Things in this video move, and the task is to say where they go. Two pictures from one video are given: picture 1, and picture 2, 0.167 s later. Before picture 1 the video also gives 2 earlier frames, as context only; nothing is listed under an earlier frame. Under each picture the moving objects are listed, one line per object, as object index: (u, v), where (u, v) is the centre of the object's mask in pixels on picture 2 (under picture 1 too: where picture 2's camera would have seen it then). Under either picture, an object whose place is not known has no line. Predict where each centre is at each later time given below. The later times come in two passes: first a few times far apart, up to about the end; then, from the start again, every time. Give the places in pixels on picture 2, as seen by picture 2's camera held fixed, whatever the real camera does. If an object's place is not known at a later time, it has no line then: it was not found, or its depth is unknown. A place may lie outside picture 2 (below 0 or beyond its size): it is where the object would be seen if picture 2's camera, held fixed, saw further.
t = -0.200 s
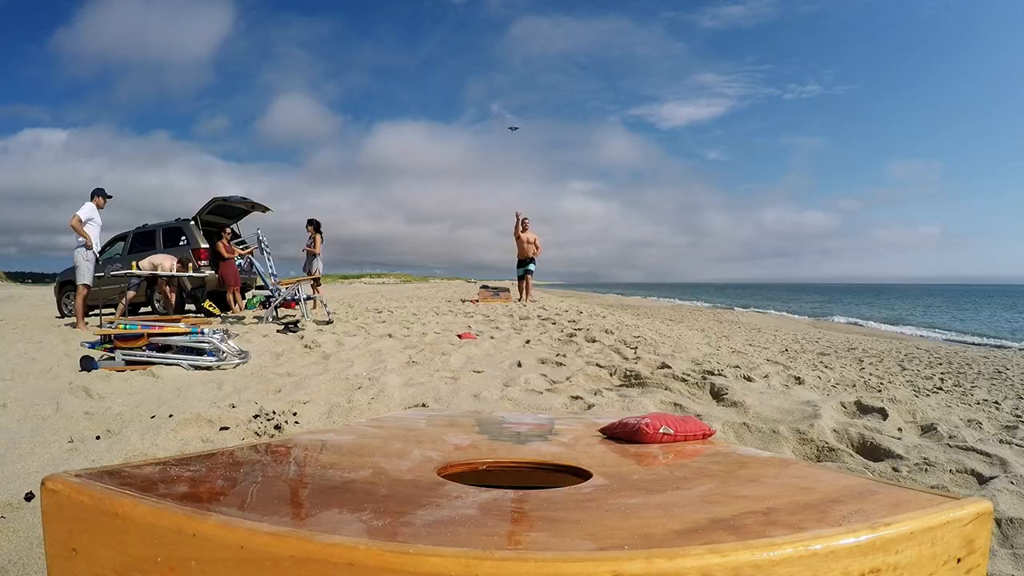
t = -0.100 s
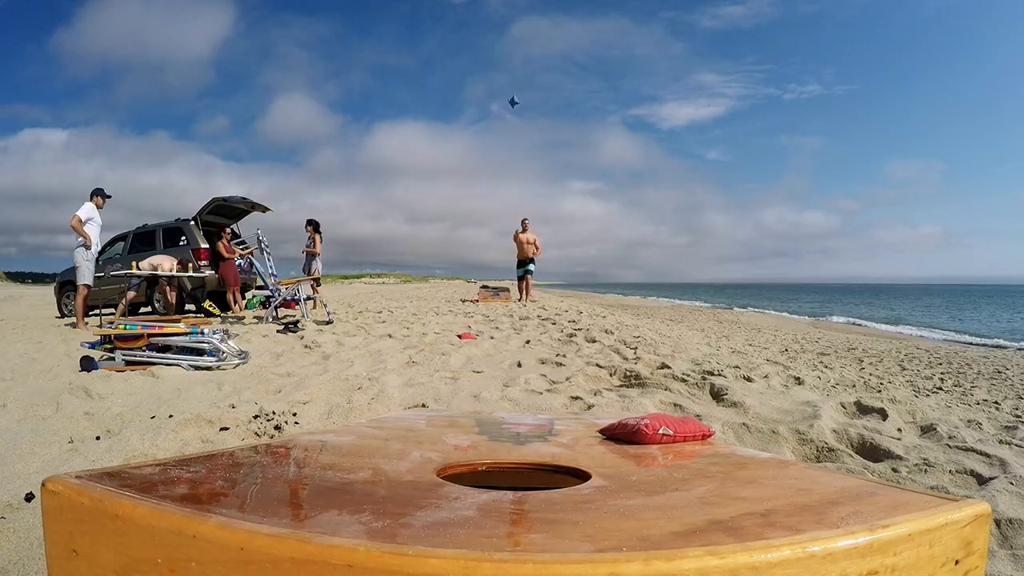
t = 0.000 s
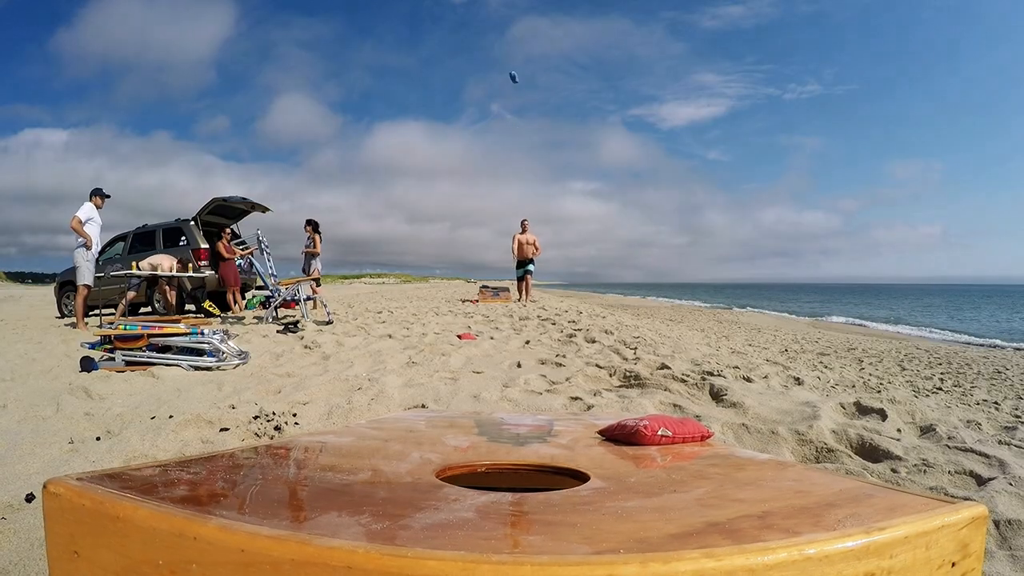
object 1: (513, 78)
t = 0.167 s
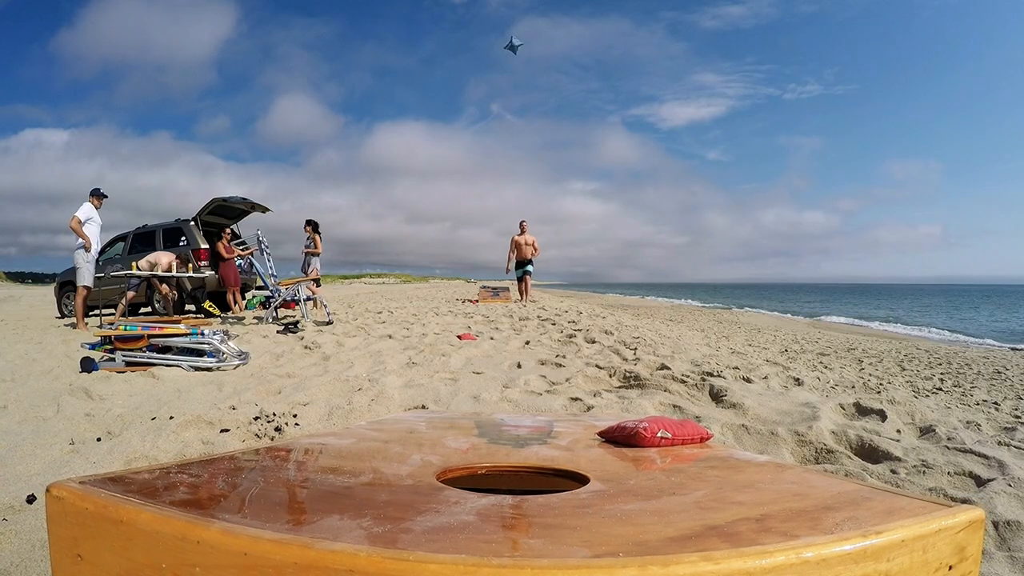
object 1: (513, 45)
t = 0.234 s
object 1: (513, 35)
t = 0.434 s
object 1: (509, 36)
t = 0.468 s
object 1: (508, 46)
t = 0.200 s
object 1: (513, 40)
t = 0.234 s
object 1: (513, 35)
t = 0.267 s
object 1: (512, 32)
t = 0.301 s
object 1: (512, 30)
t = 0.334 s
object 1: (511, 29)
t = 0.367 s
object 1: (510, 29)
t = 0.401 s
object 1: (510, 31)
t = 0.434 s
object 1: (509, 36)
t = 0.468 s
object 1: (508, 46)
